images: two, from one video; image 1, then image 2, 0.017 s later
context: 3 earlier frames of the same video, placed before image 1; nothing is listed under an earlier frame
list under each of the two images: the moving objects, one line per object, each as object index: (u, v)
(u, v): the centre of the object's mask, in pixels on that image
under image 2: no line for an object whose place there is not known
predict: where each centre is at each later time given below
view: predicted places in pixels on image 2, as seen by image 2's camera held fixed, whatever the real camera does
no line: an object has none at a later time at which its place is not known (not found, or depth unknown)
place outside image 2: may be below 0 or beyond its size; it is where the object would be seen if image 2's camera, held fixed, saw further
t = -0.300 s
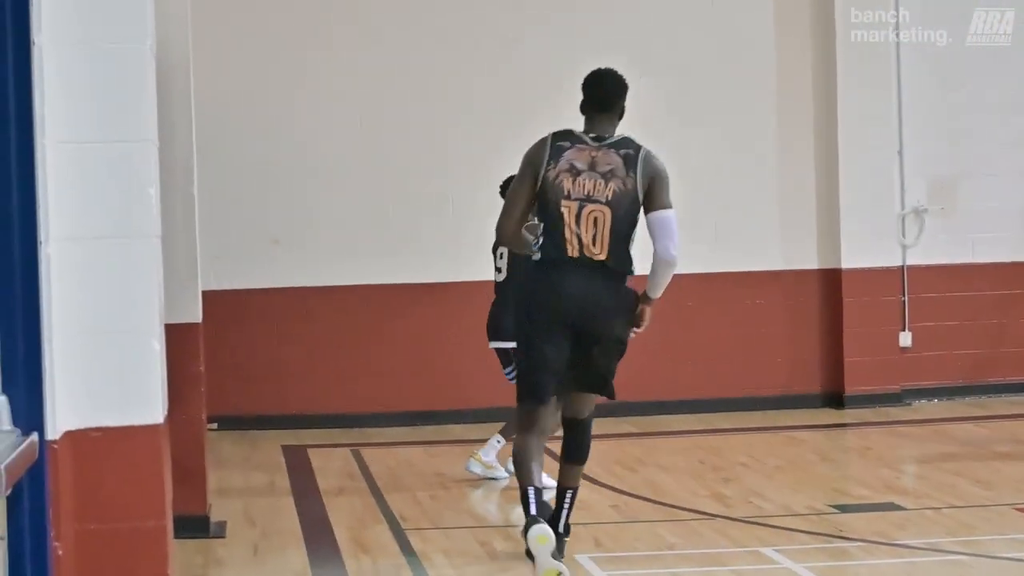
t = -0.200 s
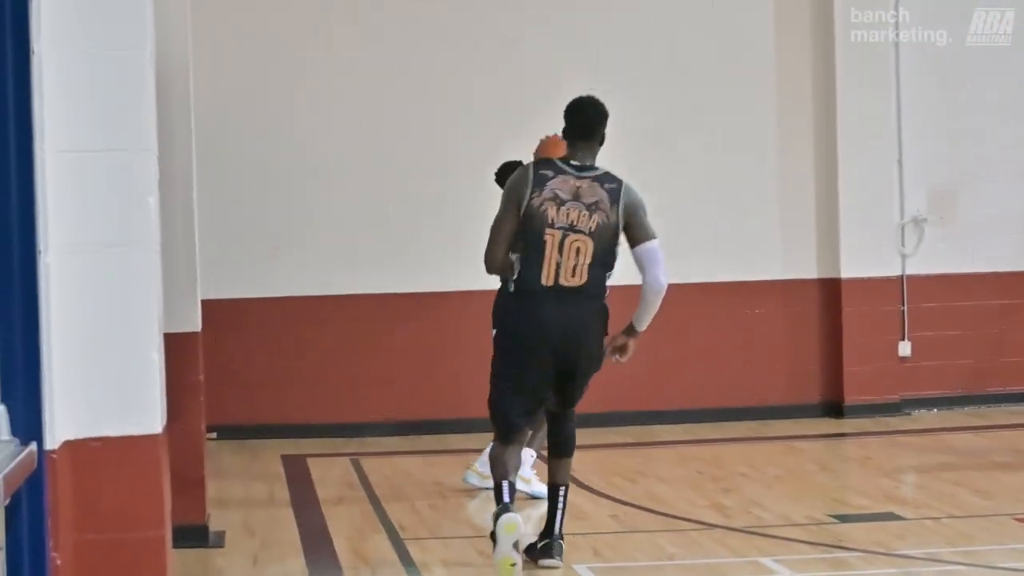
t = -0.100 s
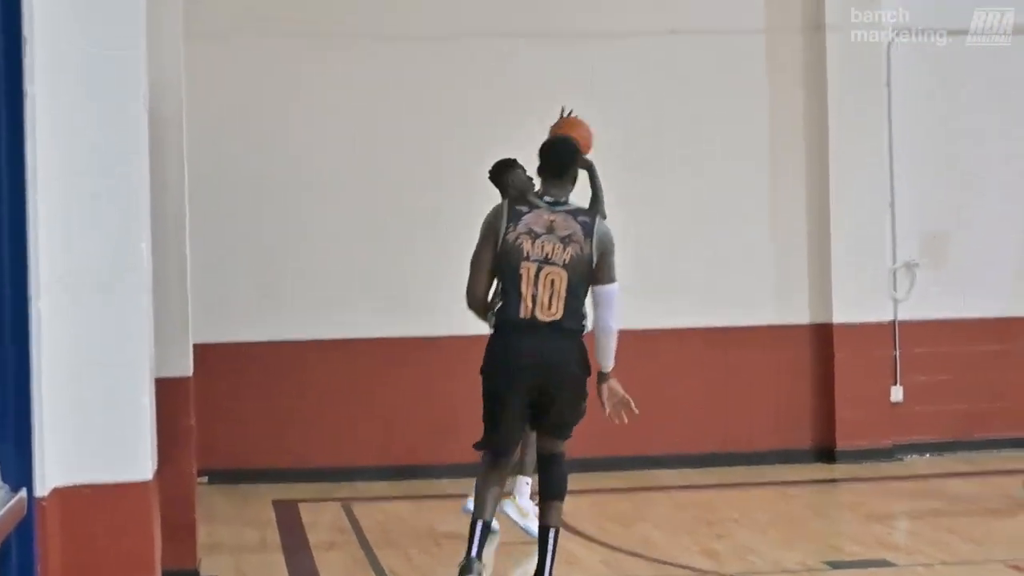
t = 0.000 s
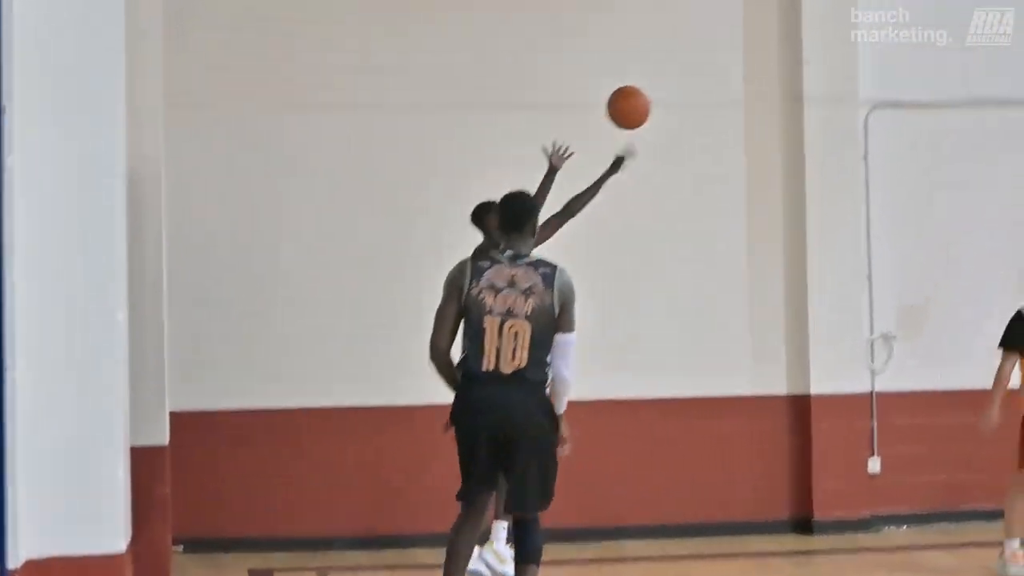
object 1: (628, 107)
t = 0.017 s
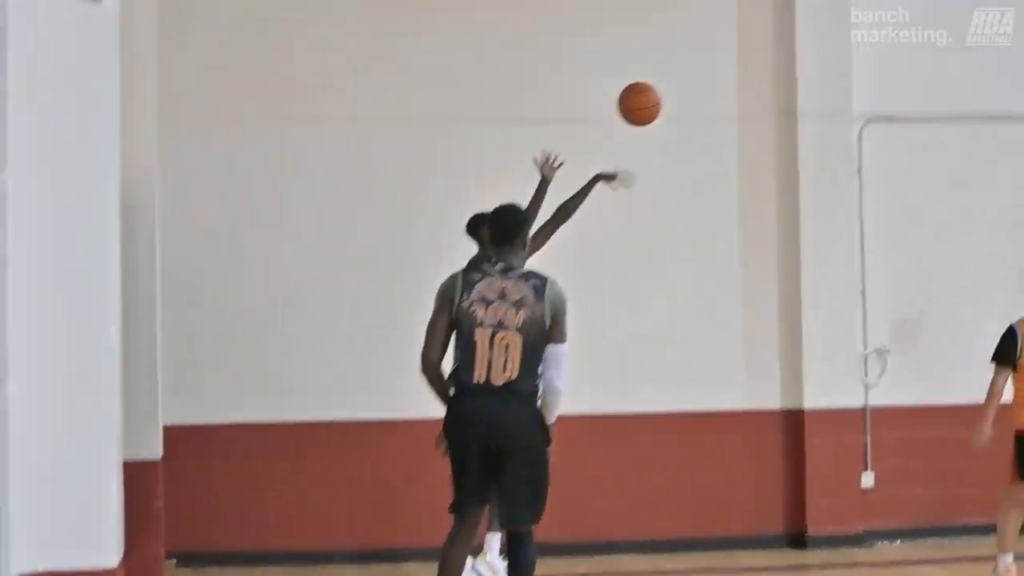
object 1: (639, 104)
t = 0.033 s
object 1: (656, 85)
